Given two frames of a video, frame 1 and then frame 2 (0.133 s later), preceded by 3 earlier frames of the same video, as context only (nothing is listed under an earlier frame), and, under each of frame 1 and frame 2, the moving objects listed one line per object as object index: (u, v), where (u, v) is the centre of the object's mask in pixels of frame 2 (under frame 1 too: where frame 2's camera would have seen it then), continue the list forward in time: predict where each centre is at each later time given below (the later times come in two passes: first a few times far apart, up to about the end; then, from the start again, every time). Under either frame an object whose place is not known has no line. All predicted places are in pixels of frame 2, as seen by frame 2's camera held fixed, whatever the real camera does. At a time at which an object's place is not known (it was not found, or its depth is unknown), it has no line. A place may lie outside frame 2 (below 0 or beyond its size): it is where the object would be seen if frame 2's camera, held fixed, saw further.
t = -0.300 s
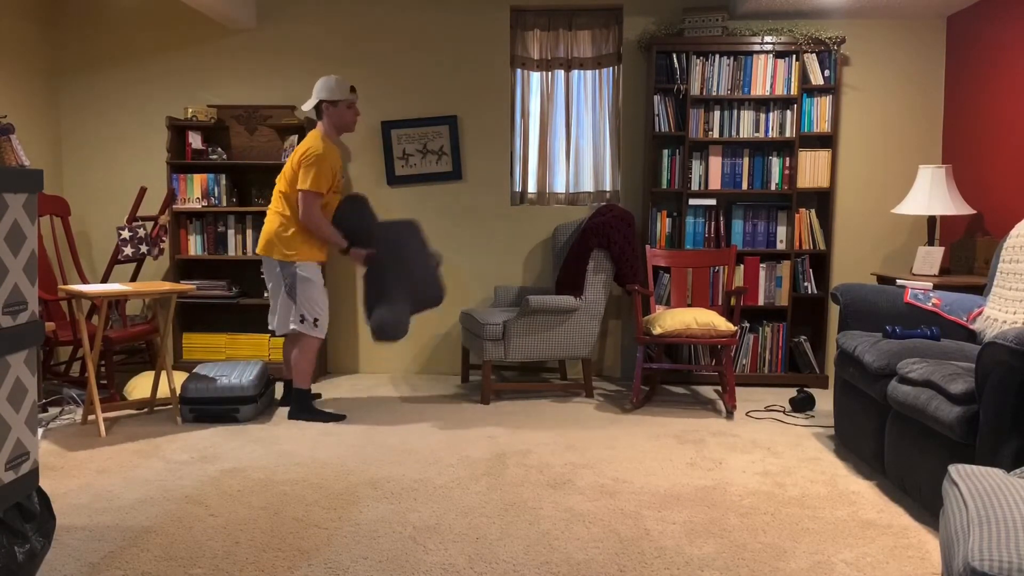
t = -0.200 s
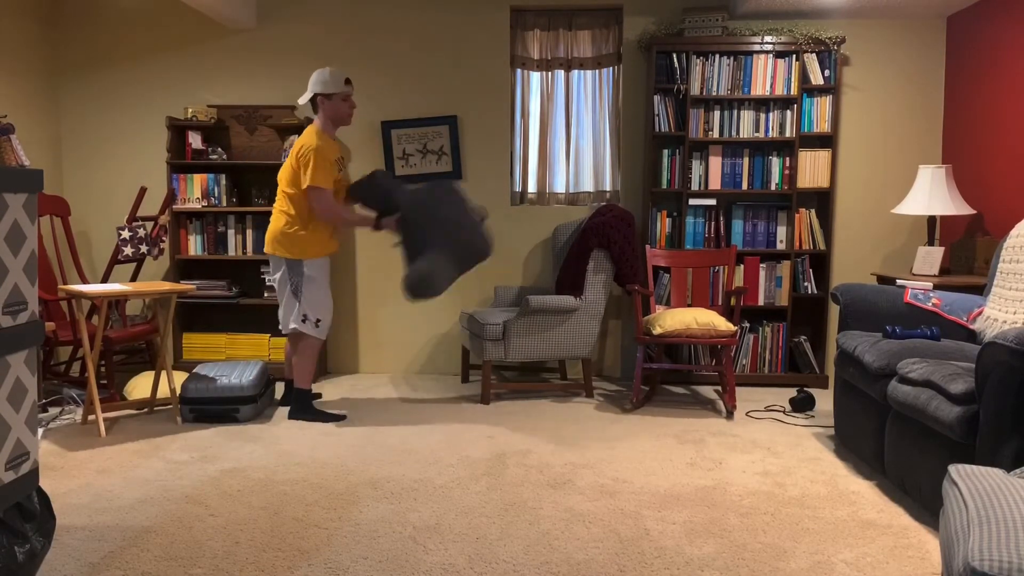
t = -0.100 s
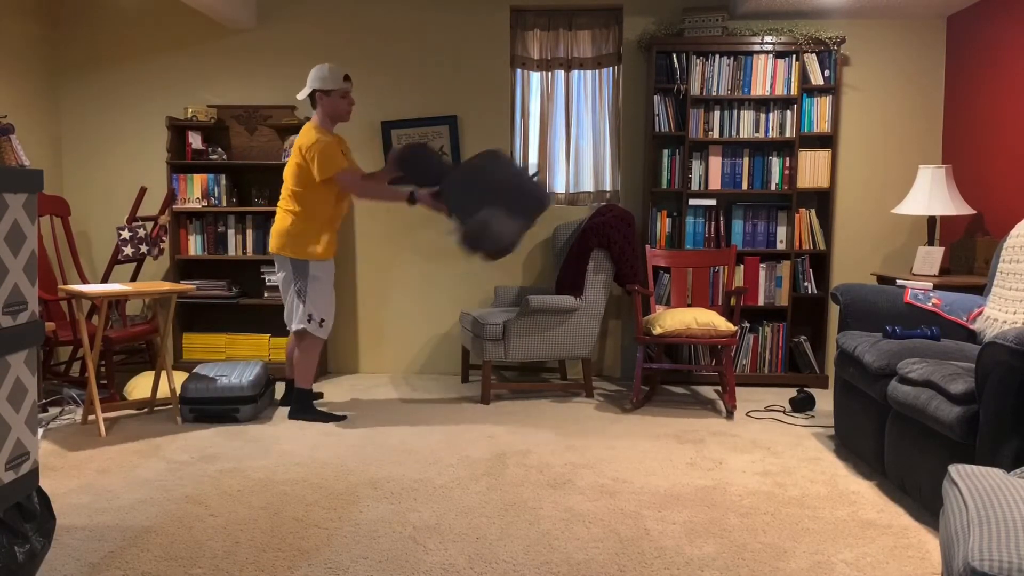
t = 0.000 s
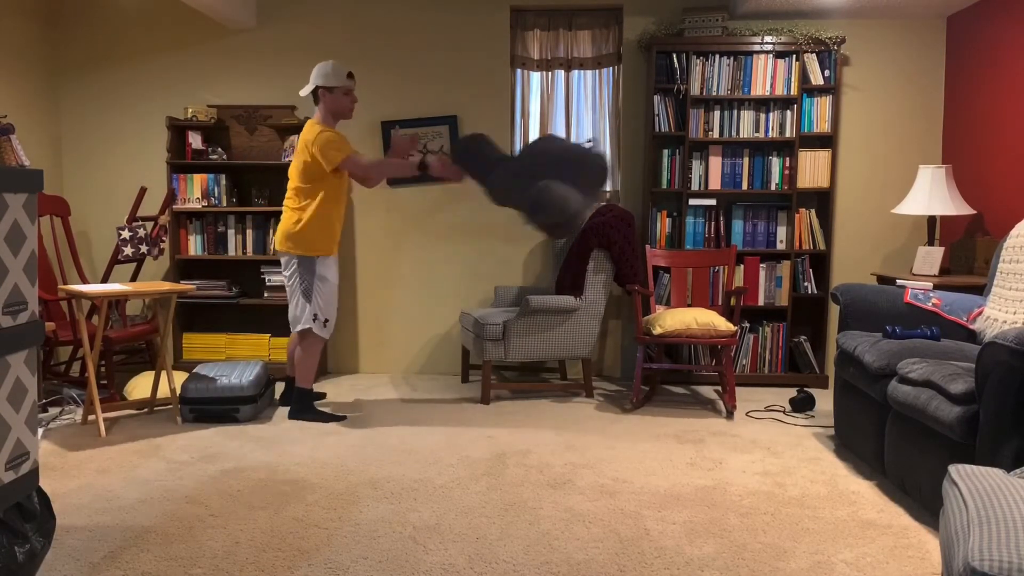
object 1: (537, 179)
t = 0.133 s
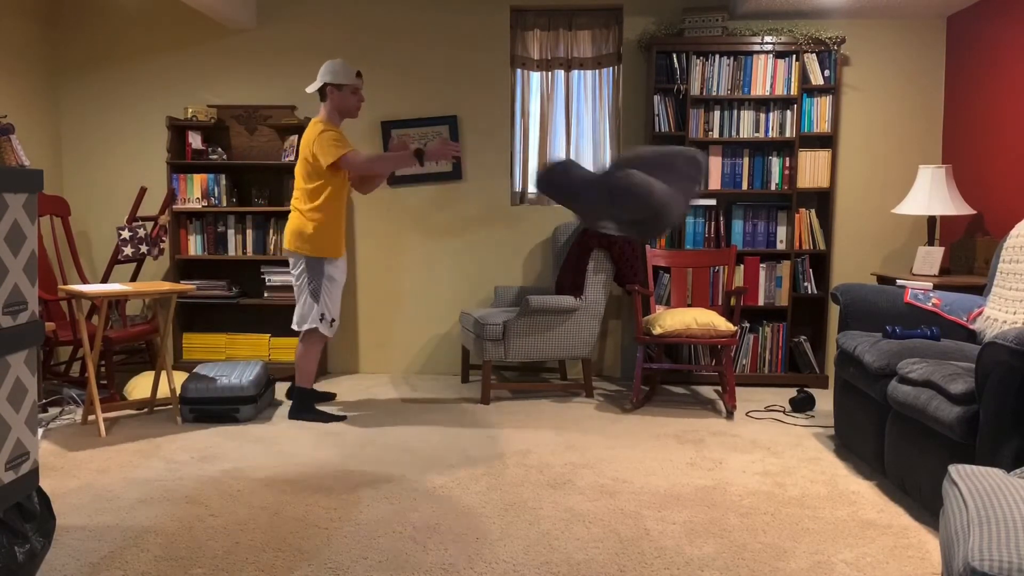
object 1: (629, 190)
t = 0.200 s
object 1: (680, 211)
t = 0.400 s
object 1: (848, 350)
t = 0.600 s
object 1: (861, 488)
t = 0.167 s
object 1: (656, 199)
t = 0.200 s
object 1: (680, 211)
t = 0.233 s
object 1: (707, 226)
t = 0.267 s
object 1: (735, 243)
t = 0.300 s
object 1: (763, 266)
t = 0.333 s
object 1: (790, 291)
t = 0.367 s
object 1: (818, 320)
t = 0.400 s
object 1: (848, 350)
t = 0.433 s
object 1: (883, 389)
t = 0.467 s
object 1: (900, 415)
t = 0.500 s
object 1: (889, 429)
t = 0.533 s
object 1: (880, 451)
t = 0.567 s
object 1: (872, 473)
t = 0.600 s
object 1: (861, 488)
